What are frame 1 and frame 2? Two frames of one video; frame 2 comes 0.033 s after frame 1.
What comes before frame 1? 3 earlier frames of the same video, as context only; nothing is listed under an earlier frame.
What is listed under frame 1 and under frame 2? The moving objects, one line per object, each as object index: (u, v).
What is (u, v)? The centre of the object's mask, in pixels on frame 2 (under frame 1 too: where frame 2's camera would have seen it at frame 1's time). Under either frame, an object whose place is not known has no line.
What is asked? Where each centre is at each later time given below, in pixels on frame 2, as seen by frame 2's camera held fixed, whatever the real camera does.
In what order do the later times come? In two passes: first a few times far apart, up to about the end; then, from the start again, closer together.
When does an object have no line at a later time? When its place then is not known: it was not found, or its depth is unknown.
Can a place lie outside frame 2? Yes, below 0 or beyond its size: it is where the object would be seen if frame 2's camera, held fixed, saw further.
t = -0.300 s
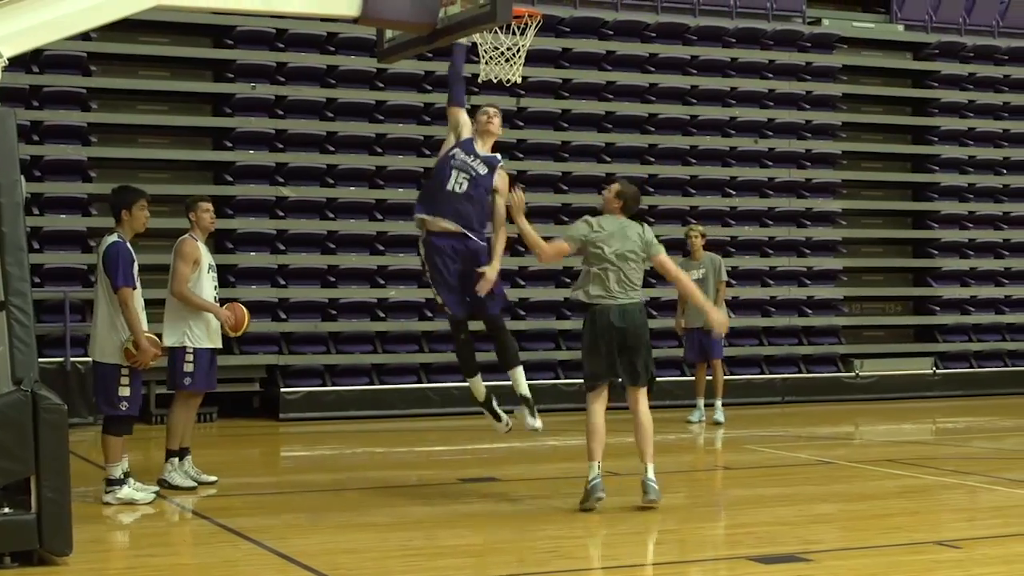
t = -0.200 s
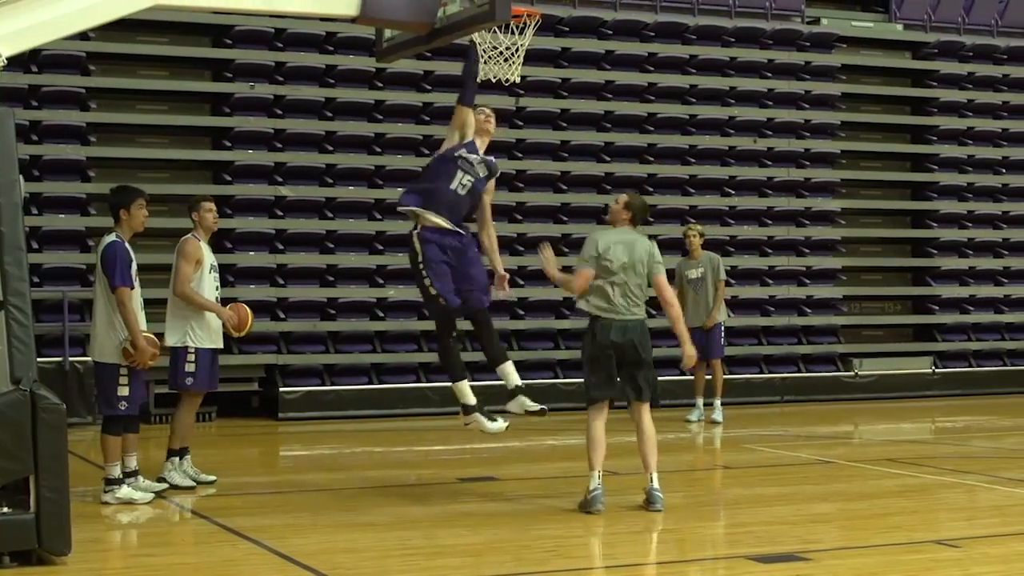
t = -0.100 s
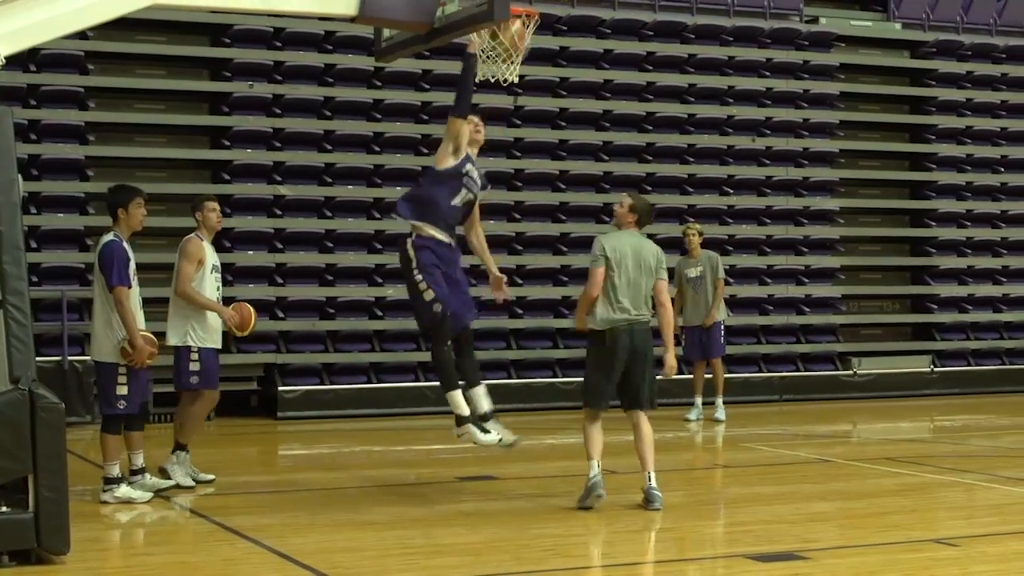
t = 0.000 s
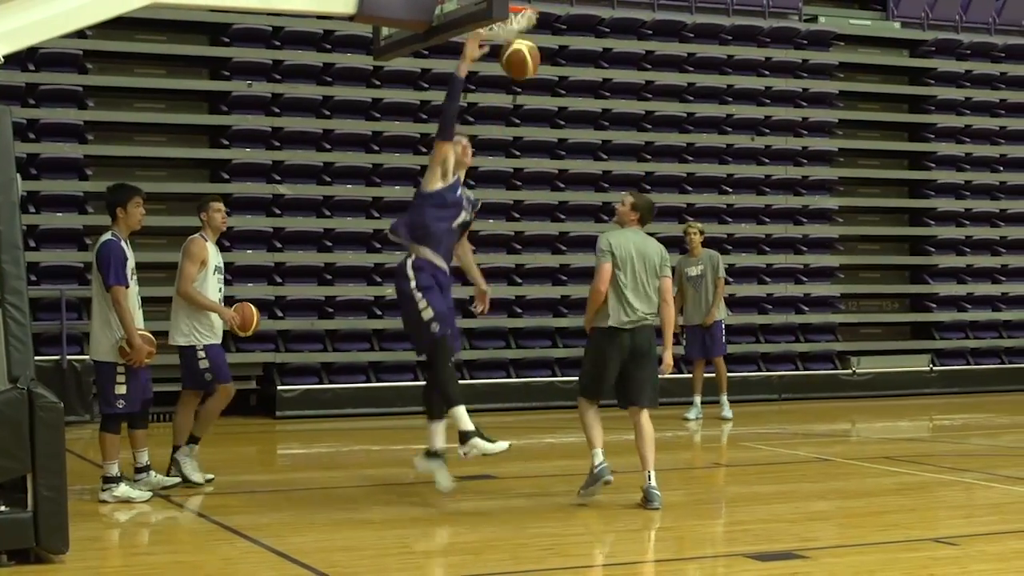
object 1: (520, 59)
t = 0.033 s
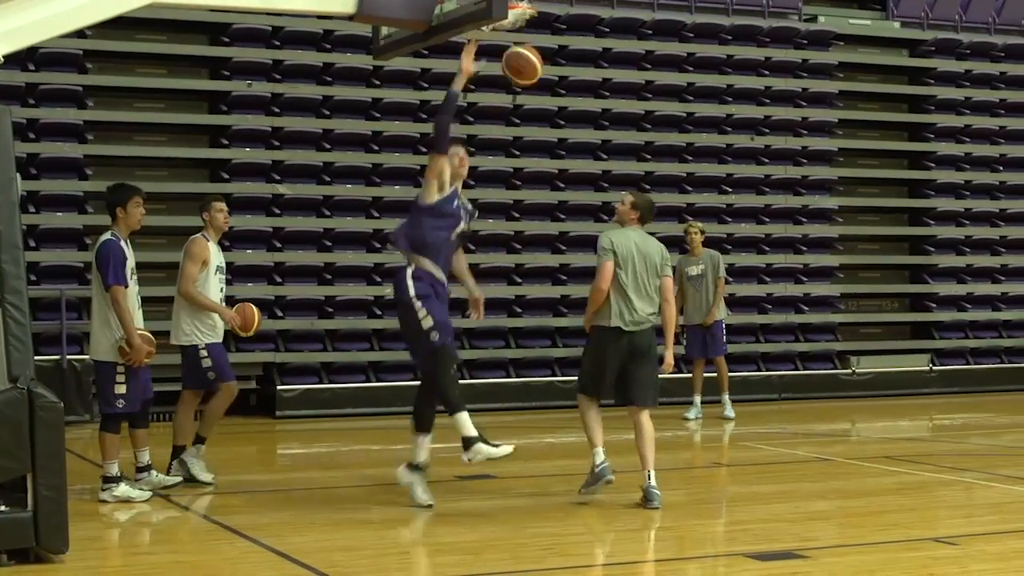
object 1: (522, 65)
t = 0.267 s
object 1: (540, 165)
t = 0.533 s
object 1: (564, 404)
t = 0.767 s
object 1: (546, 404)
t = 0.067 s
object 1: (524, 74)
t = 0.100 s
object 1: (528, 83)
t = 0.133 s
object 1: (530, 96)
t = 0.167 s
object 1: (532, 109)
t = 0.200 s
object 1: (535, 127)
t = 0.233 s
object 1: (538, 144)
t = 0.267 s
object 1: (540, 165)
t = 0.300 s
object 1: (543, 188)
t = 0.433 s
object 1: (555, 295)
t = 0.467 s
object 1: (557, 329)
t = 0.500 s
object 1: (560, 368)
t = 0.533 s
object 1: (564, 404)
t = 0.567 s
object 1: (564, 442)
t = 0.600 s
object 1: (568, 485)
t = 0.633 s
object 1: (570, 520)
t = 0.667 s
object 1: (564, 487)
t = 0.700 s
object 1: (558, 460)
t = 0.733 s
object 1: (553, 431)
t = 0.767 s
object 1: (546, 404)
